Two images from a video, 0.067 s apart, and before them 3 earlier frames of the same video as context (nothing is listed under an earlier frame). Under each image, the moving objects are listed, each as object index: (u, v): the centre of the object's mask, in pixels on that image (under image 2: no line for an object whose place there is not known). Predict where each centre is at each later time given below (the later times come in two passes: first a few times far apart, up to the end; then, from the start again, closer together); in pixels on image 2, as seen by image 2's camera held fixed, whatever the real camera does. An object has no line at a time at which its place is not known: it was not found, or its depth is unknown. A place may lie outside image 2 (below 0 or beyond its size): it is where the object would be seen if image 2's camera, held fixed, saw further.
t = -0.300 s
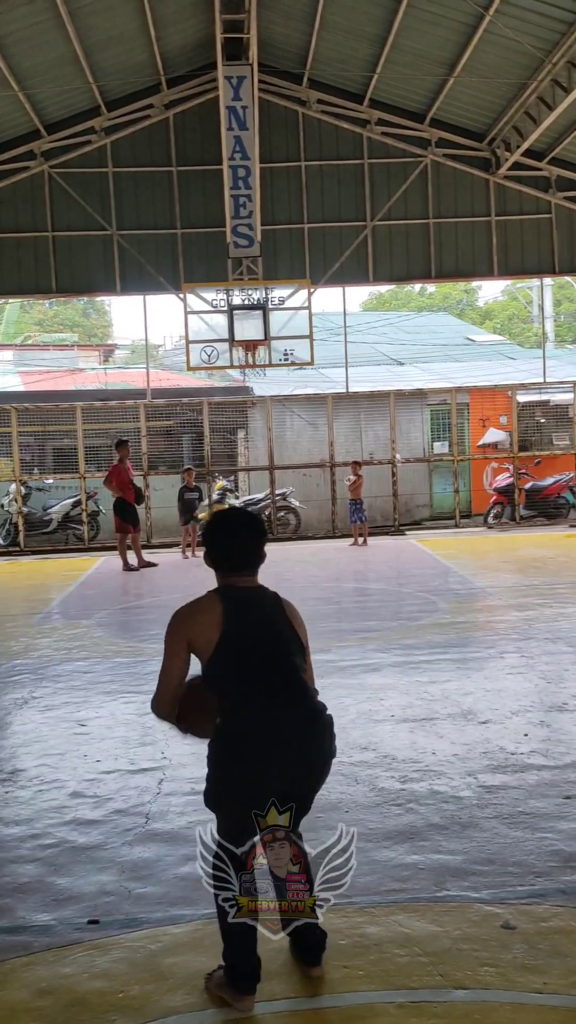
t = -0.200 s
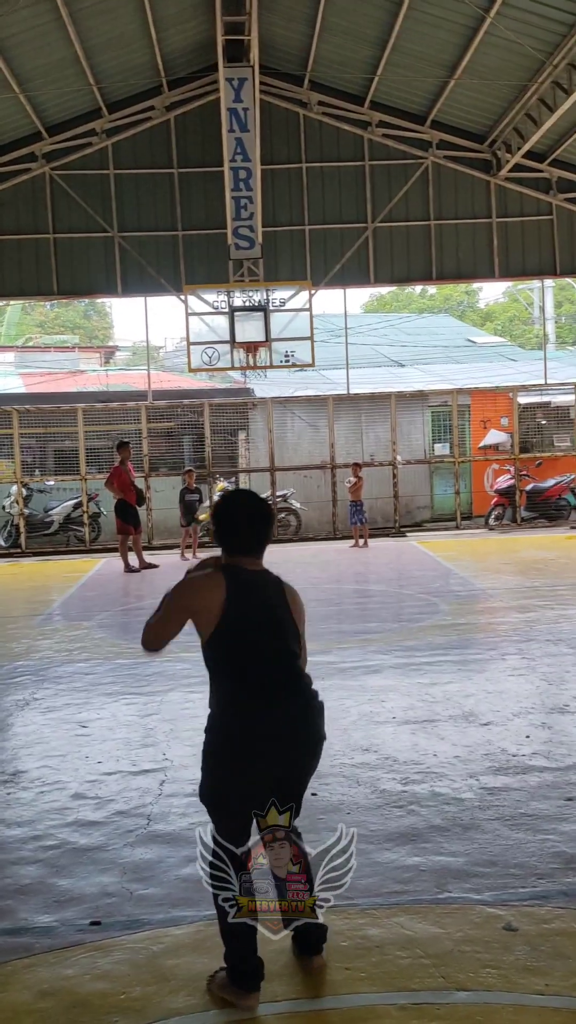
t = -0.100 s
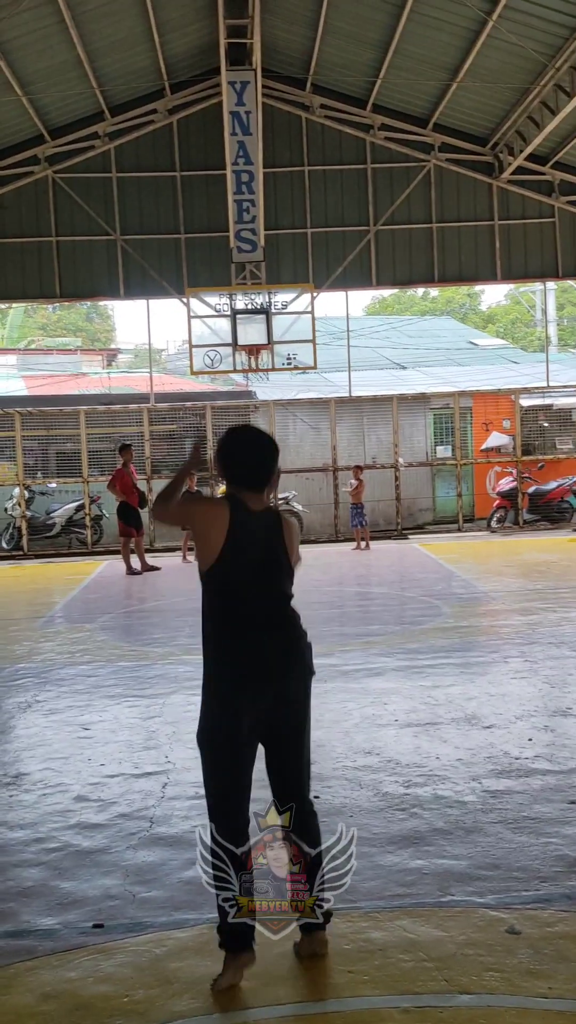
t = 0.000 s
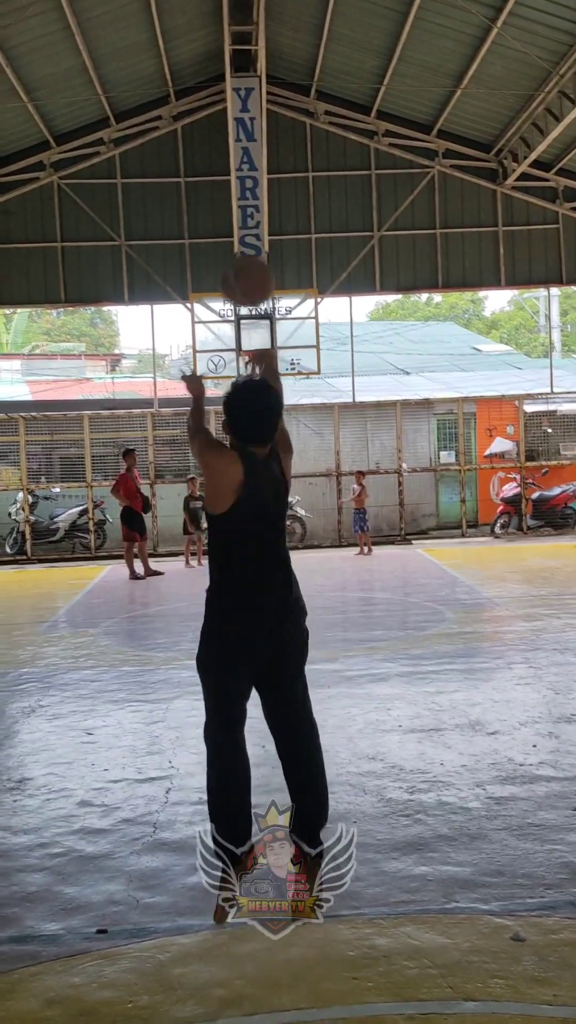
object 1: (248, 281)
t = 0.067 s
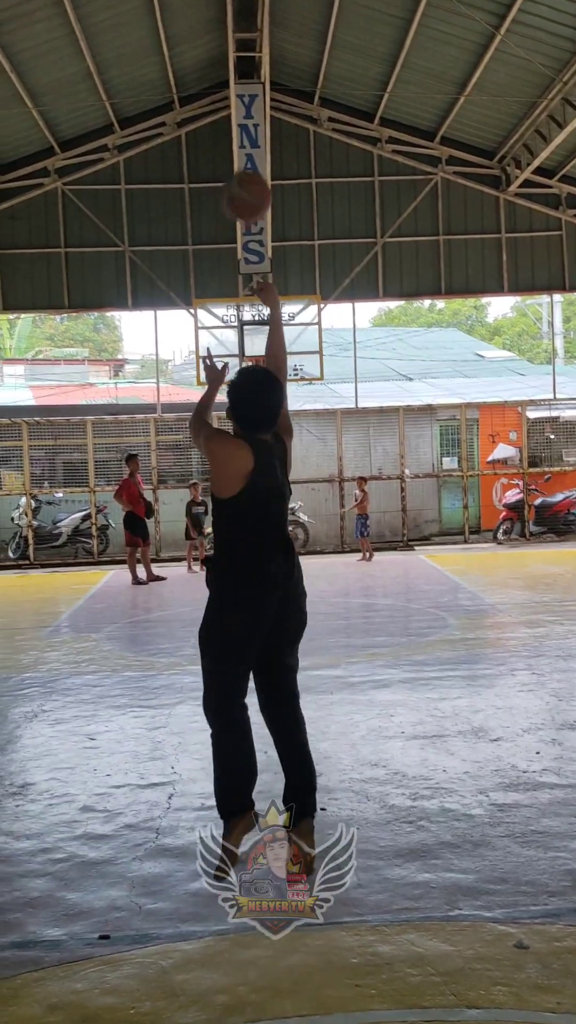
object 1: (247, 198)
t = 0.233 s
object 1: (242, 61)
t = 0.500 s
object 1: (243, 10)
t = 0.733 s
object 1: (248, 41)
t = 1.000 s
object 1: (256, 128)
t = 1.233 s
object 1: (262, 226)
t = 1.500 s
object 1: (266, 358)
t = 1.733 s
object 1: (229, 396)
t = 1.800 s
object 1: (220, 410)
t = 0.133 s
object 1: (243, 130)
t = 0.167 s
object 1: (243, 103)
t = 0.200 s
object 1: (242, 80)
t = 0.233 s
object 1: (242, 61)
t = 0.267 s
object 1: (242, 47)
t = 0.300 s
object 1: (242, 36)
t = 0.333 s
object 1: (242, 26)
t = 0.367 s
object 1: (241, 21)
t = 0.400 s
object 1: (242, 15)
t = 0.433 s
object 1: (243, 13)
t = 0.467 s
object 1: (243, 11)
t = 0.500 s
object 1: (243, 10)
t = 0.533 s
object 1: (244, 8)
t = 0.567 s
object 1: (246, 14)
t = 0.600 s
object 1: (246, 16)
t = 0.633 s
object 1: (246, 11)
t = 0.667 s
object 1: (247, 28)
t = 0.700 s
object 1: (247, 34)
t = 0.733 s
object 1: (248, 41)
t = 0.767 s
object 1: (249, 50)
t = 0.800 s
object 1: (250, 61)
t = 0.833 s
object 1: (251, 70)
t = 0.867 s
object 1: (253, 79)
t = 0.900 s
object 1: (254, 91)
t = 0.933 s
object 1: (254, 103)
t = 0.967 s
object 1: (255, 115)
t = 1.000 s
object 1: (256, 128)
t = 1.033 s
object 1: (257, 140)
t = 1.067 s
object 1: (257, 154)
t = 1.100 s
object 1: (258, 168)
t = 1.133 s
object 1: (259, 183)
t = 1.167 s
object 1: (260, 197)
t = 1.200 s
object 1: (261, 212)
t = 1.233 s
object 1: (262, 226)
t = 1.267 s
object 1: (263, 243)
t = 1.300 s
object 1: (264, 257)
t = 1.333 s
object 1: (266, 276)
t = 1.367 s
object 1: (265, 287)
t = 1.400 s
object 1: (268, 305)
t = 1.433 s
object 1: (268, 322)
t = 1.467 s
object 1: (270, 337)
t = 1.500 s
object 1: (266, 358)
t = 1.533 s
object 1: (262, 368)
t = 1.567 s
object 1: (256, 374)
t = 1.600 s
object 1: (250, 378)
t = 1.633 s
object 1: (244, 382)
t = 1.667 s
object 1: (239, 386)
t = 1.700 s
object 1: (234, 391)
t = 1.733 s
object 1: (229, 396)
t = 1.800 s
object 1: (220, 410)
